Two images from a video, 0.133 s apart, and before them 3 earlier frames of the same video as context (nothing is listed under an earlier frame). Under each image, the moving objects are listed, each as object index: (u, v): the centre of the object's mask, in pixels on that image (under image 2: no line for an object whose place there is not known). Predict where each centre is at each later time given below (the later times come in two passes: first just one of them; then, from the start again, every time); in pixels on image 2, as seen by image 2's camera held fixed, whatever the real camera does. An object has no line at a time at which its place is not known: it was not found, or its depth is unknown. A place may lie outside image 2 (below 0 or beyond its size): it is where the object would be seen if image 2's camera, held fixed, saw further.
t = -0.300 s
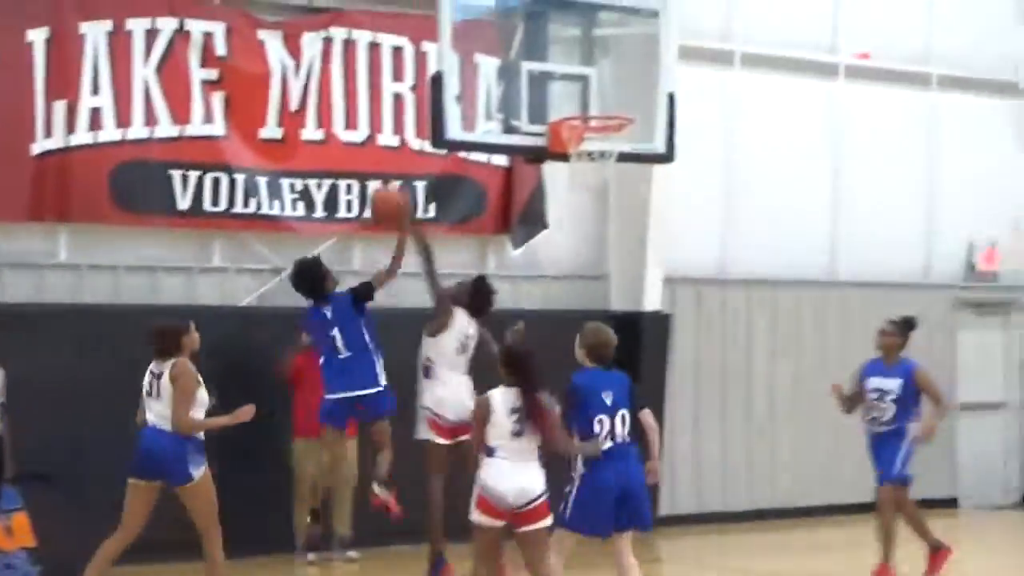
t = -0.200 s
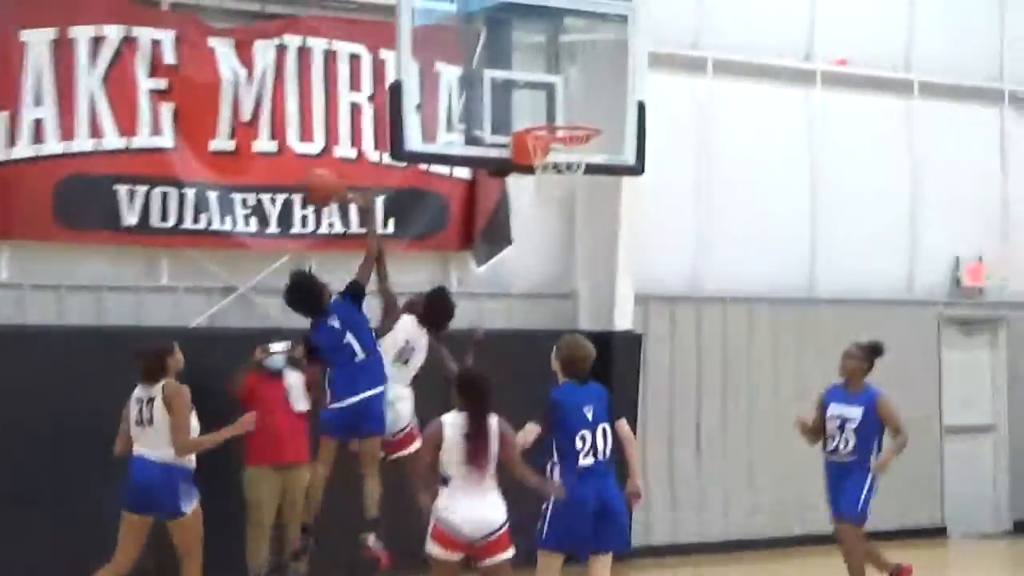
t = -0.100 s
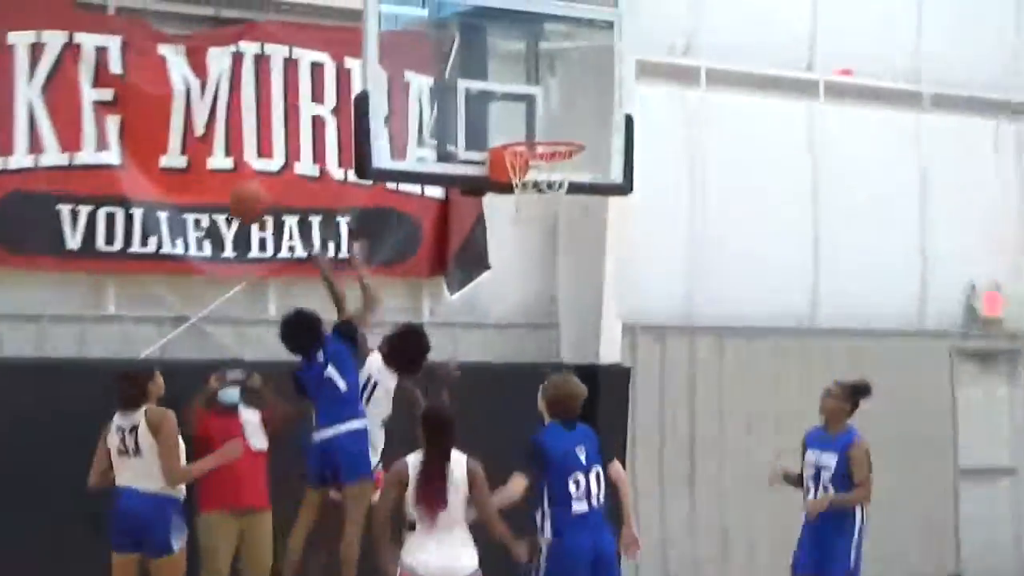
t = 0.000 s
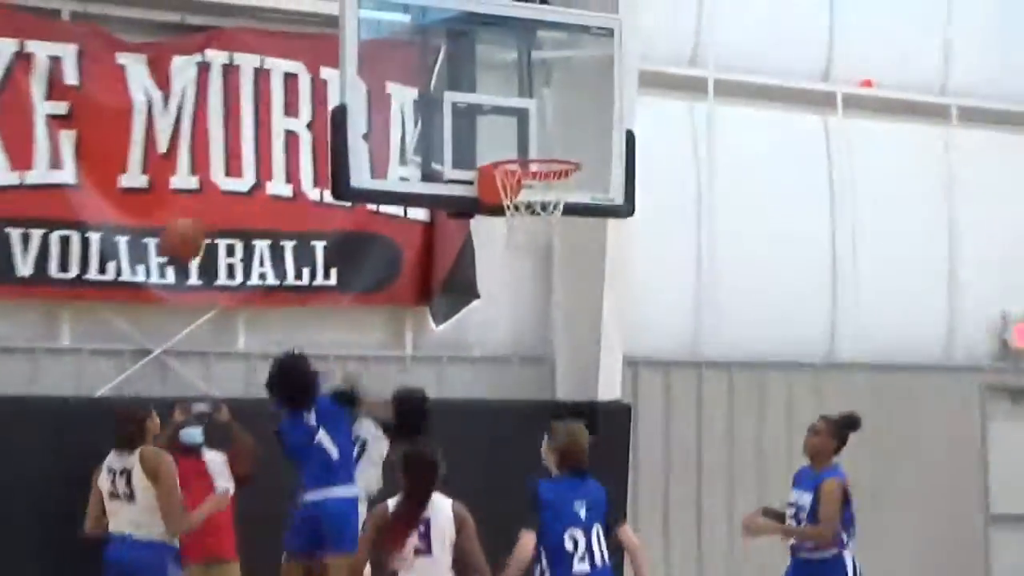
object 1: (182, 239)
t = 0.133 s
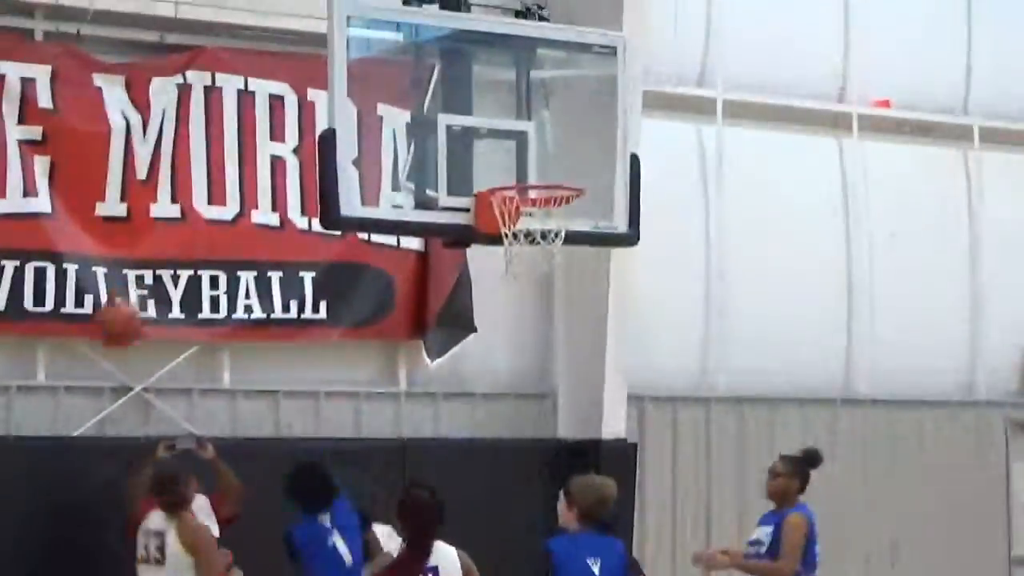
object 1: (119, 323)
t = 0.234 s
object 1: (86, 383)
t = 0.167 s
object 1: (107, 342)
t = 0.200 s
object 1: (96, 363)
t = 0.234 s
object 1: (86, 383)
